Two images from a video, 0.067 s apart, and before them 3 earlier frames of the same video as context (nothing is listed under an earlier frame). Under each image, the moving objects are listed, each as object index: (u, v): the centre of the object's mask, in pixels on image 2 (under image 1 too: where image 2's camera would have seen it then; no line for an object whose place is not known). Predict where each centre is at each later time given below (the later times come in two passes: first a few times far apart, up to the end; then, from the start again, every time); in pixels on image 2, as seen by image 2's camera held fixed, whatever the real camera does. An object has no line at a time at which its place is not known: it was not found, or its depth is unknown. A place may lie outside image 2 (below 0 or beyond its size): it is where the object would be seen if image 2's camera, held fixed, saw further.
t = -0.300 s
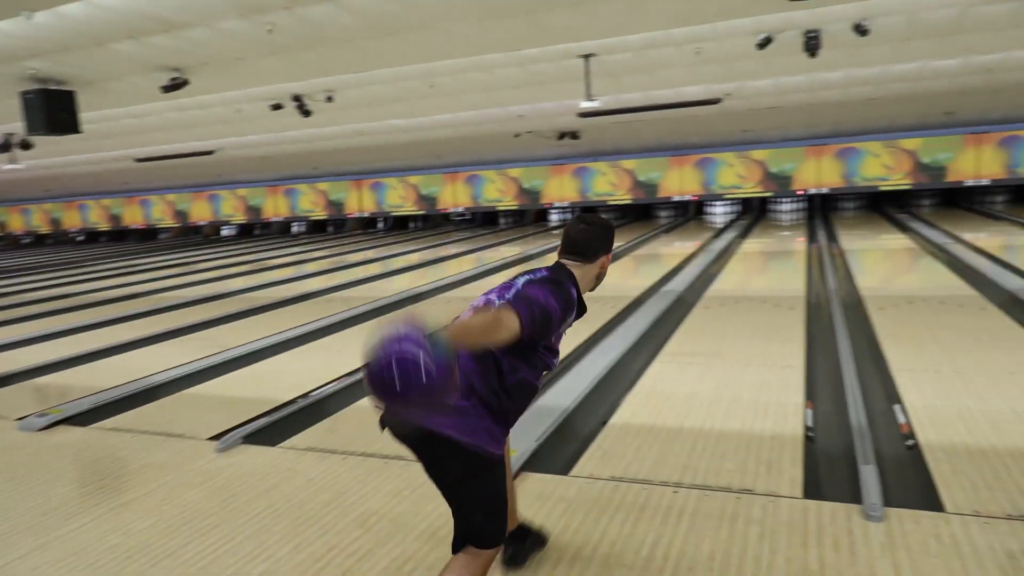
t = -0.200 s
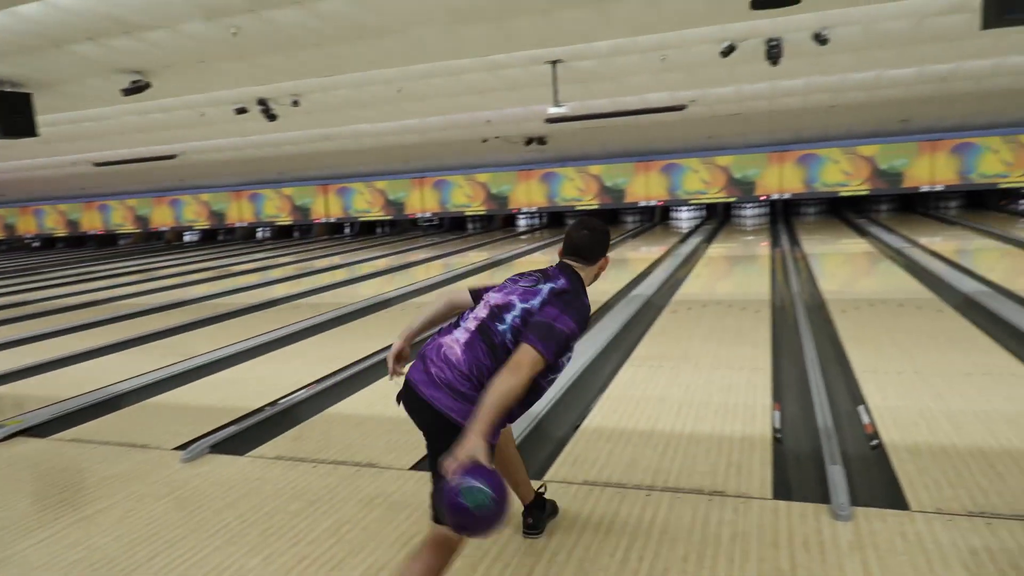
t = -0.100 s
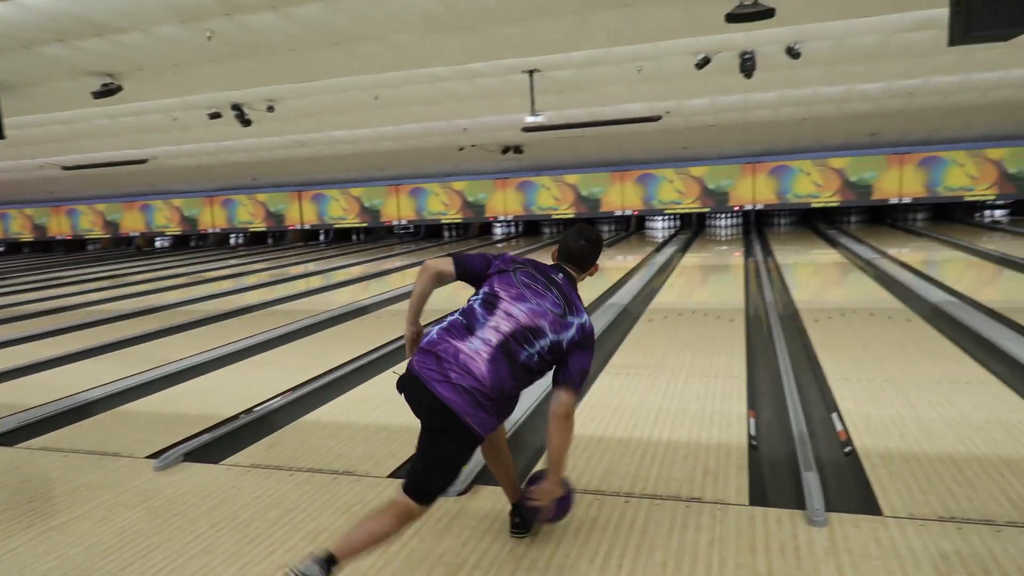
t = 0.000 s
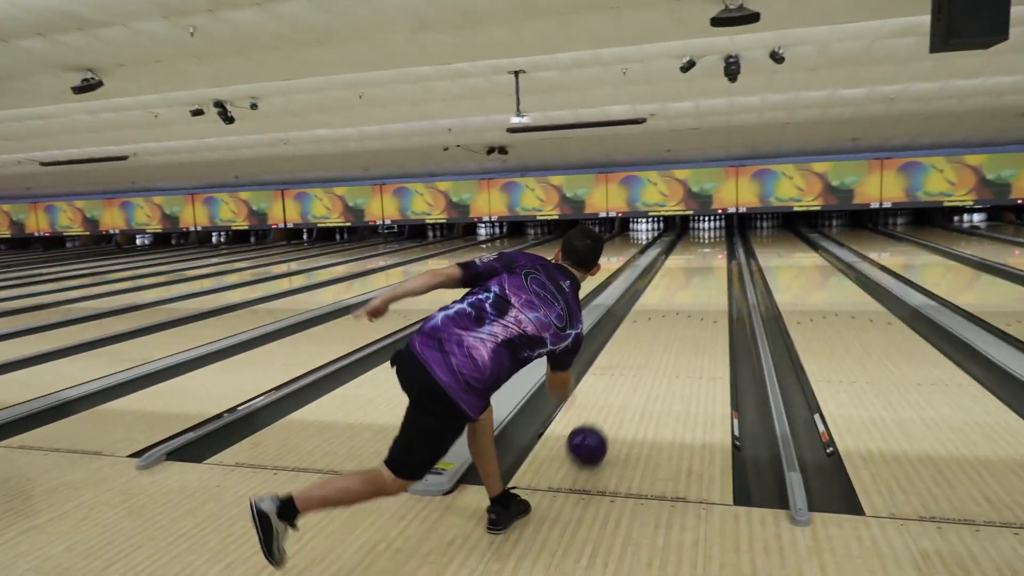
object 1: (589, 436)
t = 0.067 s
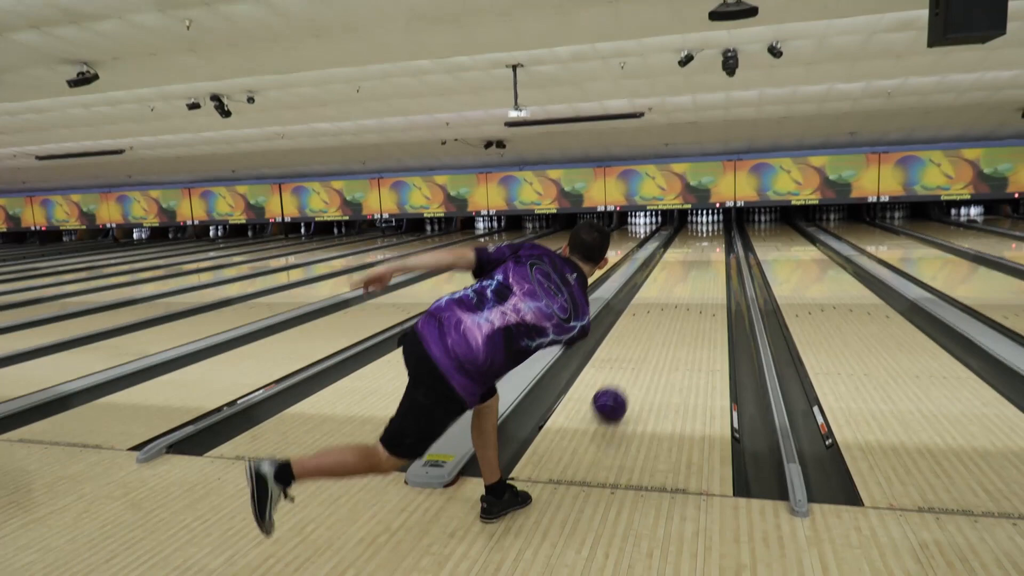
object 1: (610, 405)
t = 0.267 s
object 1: (653, 341)
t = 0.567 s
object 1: (686, 292)
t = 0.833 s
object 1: (702, 267)
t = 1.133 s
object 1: (714, 249)
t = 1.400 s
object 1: (718, 238)
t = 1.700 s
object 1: (720, 230)
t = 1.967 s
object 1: (716, 226)
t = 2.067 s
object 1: (714, 222)
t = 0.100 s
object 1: (619, 391)
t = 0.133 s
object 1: (627, 379)
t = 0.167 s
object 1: (635, 368)
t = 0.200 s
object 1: (641, 358)
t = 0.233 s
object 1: (647, 349)
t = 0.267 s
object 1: (653, 341)
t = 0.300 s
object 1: (658, 334)
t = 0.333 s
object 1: (662, 327)
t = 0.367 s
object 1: (667, 320)
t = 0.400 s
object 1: (671, 315)
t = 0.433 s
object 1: (674, 309)
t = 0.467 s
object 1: (677, 304)
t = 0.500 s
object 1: (681, 300)
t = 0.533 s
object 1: (684, 296)
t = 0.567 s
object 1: (686, 292)
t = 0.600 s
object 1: (689, 288)
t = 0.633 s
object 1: (691, 284)
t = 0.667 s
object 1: (693, 281)
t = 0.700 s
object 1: (695, 278)
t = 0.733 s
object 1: (697, 275)
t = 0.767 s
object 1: (699, 272)
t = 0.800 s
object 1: (701, 270)
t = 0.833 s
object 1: (702, 267)
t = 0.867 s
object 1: (704, 265)
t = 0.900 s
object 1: (705, 263)
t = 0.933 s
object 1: (707, 260)
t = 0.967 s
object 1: (708, 258)
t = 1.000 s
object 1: (709, 256)
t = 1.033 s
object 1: (710, 254)
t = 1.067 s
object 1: (711, 252)
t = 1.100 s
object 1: (712, 251)
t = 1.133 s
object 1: (714, 249)
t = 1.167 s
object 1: (714, 247)
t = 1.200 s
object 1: (715, 246)
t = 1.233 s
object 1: (715, 245)
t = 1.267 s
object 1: (716, 243)
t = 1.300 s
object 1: (717, 242)
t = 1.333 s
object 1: (718, 241)
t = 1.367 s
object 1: (718, 239)
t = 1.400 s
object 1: (718, 238)
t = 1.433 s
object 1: (718, 237)
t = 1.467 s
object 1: (719, 236)
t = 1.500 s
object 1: (719, 235)
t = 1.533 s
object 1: (719, 234)
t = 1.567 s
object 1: (719, 233)
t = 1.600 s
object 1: (719, 232)
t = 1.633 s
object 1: (719, 232)
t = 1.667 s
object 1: (720, 231)
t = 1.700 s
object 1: (720, 230)
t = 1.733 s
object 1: (719, 229)
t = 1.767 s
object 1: (718, 228)
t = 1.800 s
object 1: (718, 228)
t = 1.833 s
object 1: (718, 227)
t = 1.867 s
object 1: (717, 227)
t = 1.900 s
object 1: (717, 226)
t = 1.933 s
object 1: (716, 226)
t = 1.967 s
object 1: (716, 226)
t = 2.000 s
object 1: (715, 224)
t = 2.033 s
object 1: (714, 223)
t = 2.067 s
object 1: (714, 222)
